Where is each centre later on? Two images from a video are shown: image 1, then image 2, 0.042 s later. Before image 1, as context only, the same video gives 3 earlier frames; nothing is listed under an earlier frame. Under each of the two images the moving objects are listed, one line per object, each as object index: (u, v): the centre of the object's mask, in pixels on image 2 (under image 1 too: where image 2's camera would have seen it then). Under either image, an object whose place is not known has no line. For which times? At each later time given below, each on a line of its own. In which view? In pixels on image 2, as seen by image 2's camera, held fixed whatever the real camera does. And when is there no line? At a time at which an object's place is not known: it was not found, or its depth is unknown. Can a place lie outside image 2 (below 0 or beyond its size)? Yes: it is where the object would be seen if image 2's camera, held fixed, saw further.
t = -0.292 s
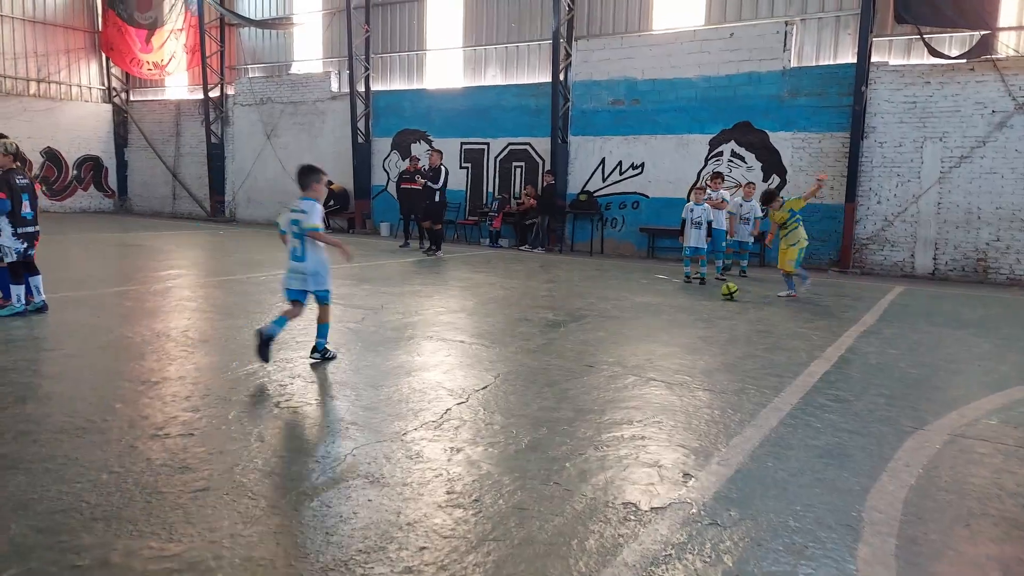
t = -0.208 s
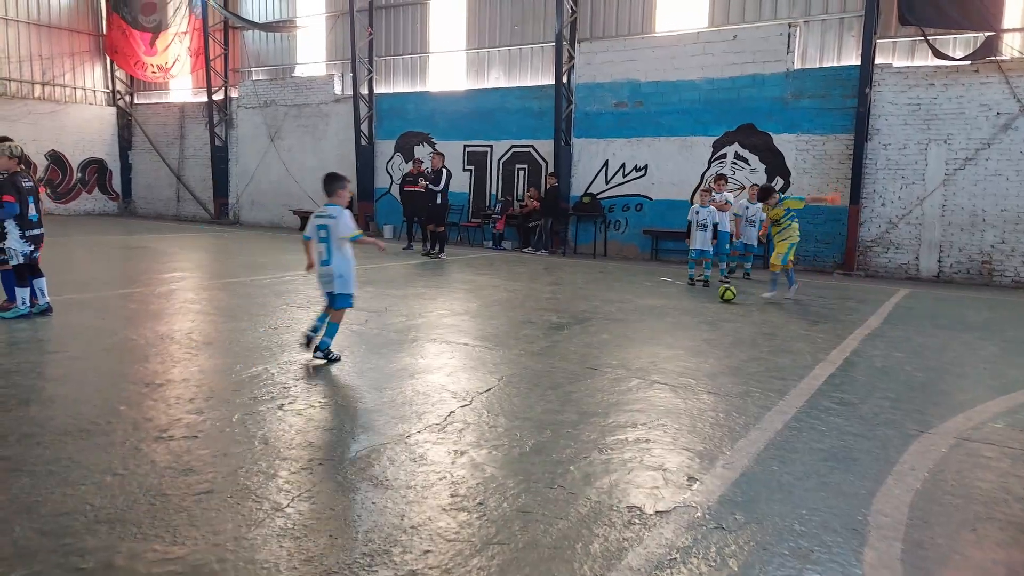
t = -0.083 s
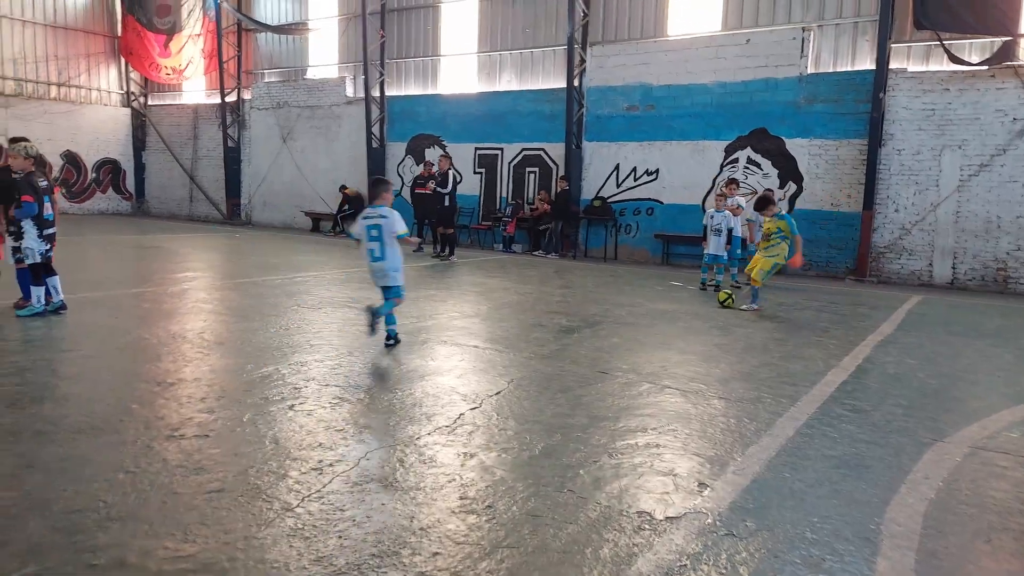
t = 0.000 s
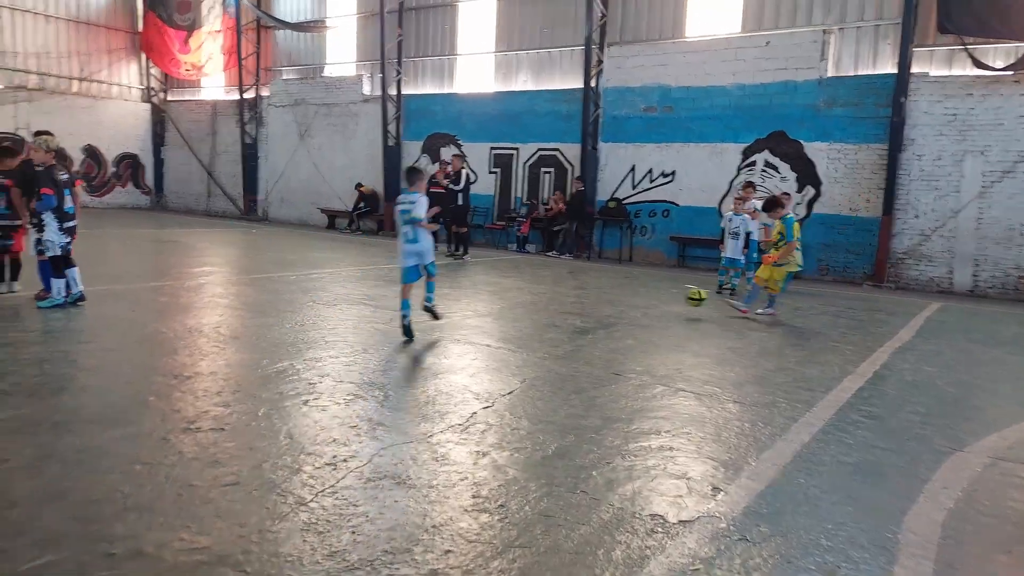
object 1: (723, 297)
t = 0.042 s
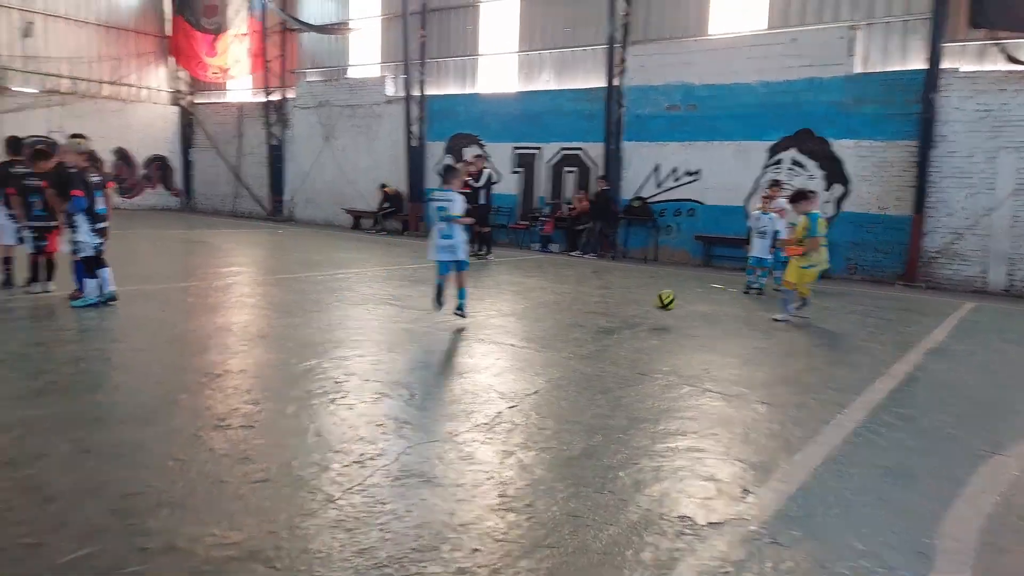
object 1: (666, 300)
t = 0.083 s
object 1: (621, 309)
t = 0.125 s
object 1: (597, 315)
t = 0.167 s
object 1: (543, 333)
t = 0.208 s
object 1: (495, 332)
